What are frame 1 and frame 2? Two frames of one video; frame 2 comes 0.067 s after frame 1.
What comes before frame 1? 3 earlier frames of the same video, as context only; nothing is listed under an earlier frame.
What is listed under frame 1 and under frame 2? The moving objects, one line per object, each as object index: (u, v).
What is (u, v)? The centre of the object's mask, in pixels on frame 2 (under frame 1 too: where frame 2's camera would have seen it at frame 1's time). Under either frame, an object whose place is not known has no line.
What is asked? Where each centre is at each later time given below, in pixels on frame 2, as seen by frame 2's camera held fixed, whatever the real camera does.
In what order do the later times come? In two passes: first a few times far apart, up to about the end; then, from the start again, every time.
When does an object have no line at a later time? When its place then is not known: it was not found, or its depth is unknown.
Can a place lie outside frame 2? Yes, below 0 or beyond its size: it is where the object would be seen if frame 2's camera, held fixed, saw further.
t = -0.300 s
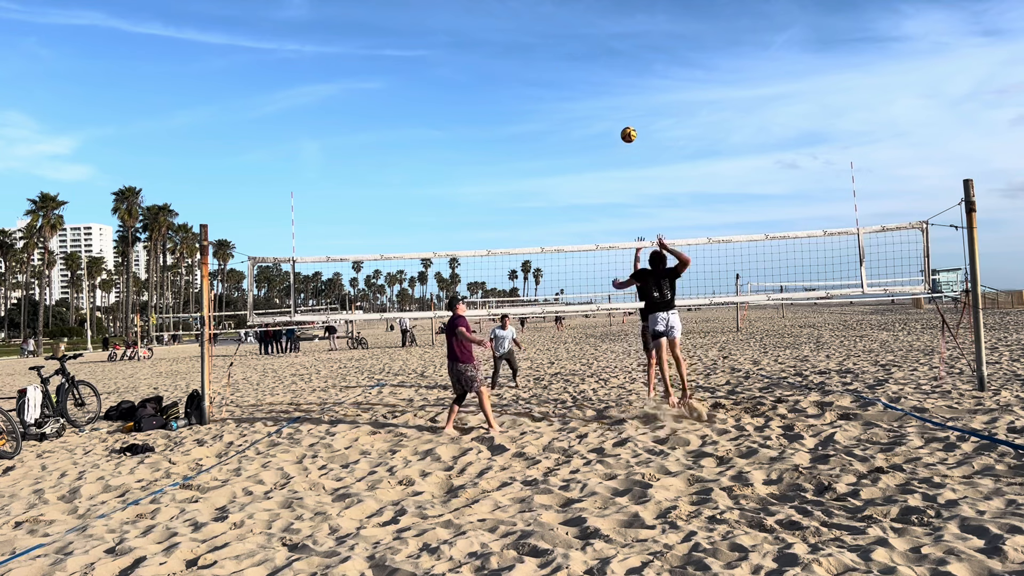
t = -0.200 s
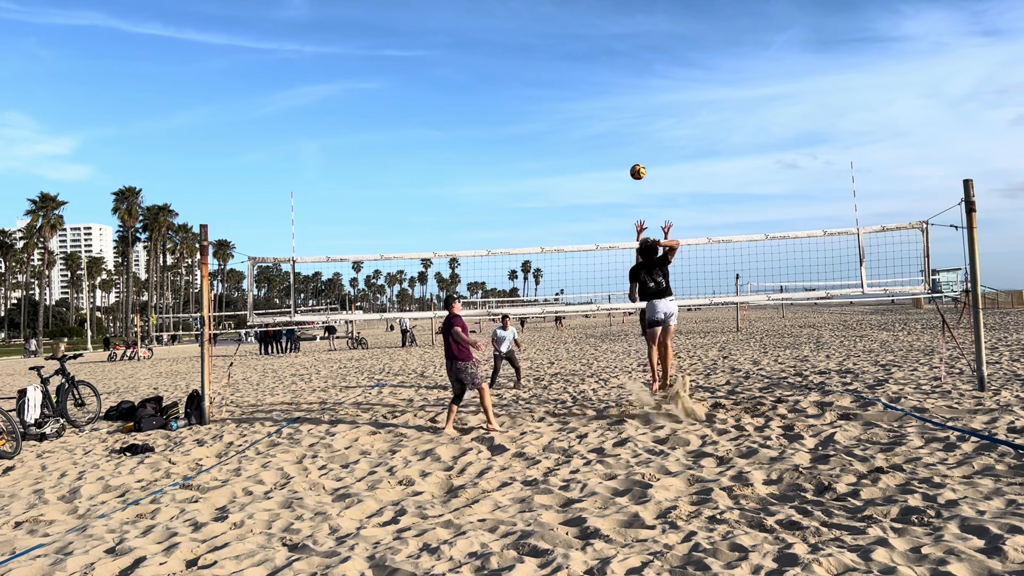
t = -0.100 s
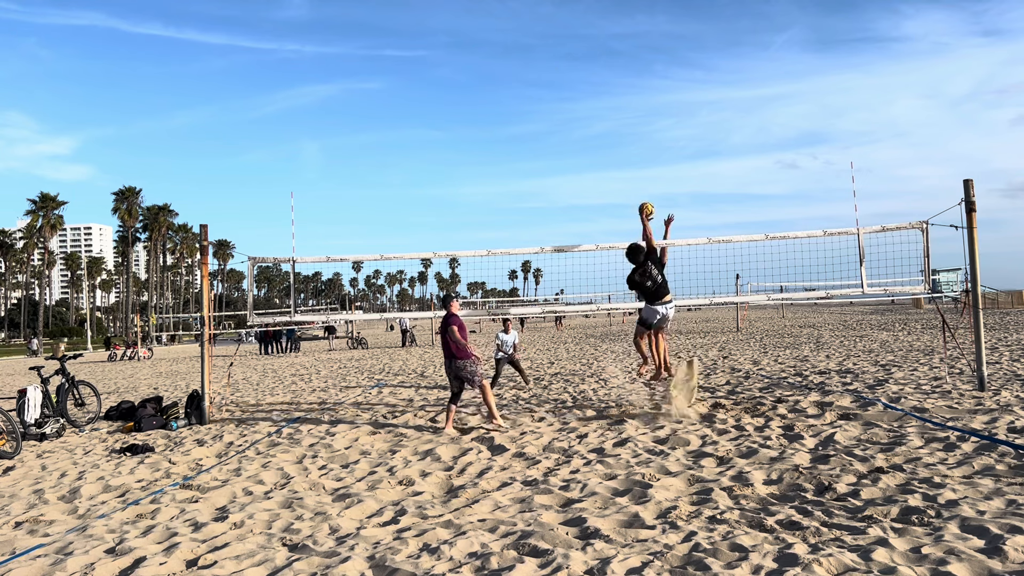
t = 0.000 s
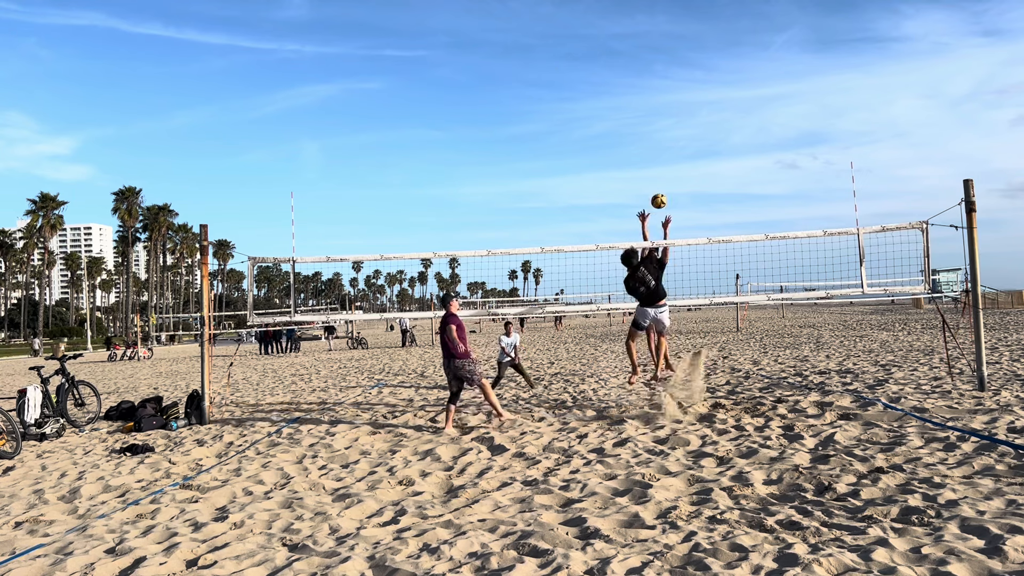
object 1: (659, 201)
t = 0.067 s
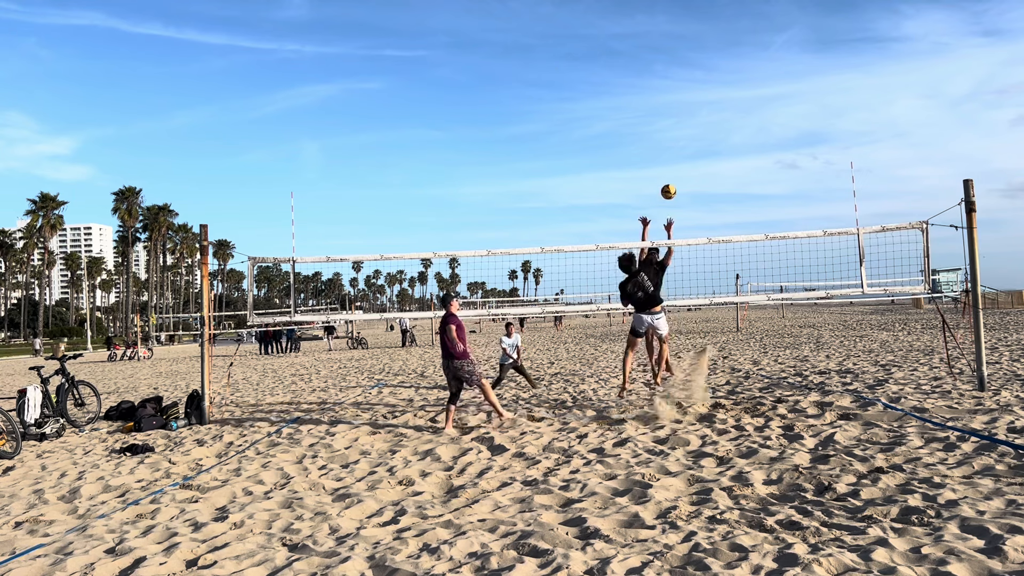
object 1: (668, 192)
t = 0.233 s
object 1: (693, 181)
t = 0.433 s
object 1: (723, 194)
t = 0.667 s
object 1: (757, 243)
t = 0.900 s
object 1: (790, 330)
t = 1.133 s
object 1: (822, 393)
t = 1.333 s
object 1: (849, 395)
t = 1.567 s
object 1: (875, 401)
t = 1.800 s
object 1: (895, 402)
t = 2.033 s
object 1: (914, 406)
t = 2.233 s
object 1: (931, 410)
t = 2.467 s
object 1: (942, 410)
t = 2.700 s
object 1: (951, 413)
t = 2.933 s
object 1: (958, 415)
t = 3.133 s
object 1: (964, 415)
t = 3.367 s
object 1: (965, 415)
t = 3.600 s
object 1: (963, 415)
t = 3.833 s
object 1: (960, 416)
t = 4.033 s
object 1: (959, 415)
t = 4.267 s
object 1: (961, 416)
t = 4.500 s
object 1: (962, 416)
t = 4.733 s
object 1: (962, 415)
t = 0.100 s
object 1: (673, 188)
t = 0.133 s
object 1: (678, 185)
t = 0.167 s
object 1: (683, 183)
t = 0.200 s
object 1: (688, 182)
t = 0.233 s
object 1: (693, 181)
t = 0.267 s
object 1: (698, 182)
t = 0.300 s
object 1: (703, 183)
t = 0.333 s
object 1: (708, 184)
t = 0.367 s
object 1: (713, 187)
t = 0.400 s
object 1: (718, 190)
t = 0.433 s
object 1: (723, 194)
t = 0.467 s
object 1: (728, 199)
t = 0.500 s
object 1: (732, 204)
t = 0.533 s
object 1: (737, 211)
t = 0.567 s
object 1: (742, 218)
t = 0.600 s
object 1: (747, 225)
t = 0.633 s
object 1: (752, 234)
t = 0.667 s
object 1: (757, 243)
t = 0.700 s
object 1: (761, 253)
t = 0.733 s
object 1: (766, 264)
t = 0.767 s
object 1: (771, 275)
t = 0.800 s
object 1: (776, 288)
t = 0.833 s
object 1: (781, 301)
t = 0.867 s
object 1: (786, 315)
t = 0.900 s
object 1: (790, 330)
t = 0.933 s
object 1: (795, 345)
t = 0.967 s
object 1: (800, 362)
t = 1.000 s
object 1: (806, 379)
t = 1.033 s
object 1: (809, 397)
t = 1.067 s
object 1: (814, 398)
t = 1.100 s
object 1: (818, 396)
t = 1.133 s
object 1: (822, 393)
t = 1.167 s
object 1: (826, 391)
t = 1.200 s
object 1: (832, 391)
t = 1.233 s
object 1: (836, 391)
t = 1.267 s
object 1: (840, 391)
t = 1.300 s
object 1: (844, 394)
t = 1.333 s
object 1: (849, 395)
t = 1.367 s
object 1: (853, 399)
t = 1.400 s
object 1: (858, 401)
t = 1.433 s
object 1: (861, 401)
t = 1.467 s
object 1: (865, 400)
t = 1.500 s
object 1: (869, 401)
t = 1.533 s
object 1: (871, 402)
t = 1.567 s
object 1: (875, 401)
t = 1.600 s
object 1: (878, 402)
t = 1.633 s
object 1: (880, 402)
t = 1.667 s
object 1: (883, 402)
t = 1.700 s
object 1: (887, 402)
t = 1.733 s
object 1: (889, 402)
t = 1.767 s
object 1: (892, 402)
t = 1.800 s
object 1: (895, 402)
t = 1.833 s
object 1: (897, 402)
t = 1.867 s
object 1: (901, 403)
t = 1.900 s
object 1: (904, 404)
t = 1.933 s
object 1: (906, 404)
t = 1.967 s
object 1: (909, 404)
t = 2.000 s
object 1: (911, 406)
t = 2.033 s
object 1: (914, 406)
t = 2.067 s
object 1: (917, 408)
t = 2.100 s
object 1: (920, 409)
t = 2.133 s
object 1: (923, 410)
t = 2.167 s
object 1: (926, 410)
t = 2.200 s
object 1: (929, 411)
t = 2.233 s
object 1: (931, 410)
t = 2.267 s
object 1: (933, 410)
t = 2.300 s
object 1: (934, 410)
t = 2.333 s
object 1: (936, 409)
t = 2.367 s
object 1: (938, 410)
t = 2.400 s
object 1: (939, 410)
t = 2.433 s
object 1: (941, 410)
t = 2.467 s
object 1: (942, 410)
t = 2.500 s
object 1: (943, 411)
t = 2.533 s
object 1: (945, 412)
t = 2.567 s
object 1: (947, 412)
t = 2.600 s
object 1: (948, 412)
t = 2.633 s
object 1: (949, 413)
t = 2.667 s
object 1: (950, 413)
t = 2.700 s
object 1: (951, 413)
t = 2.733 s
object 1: (952, 413)
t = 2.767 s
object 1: (952, 413)
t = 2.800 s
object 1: (953, 413)
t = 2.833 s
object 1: (955, 413)
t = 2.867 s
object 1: (956, 414)
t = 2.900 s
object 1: (957, 414)
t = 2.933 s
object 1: (958, 415)
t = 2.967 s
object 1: (960, 415)
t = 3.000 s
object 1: (961, 416)
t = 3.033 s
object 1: (962, 416)
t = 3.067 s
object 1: (963, 415)
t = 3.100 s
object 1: (964, 415)
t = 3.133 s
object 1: (964, 415)
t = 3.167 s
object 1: (965, 415)
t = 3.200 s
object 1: (965, 415)
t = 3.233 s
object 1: (965, 415)
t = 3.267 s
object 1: (965, 415)
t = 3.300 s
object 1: (965, 415)
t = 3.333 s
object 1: (965, 415)
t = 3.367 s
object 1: (965, 415)
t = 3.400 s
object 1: (965, 415)
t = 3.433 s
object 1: (965, 415)
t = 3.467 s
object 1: (964, 415)
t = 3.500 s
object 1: (964, 415)
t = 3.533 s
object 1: (964, 415)
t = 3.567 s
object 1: (963, 416)
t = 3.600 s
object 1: (963, 415)
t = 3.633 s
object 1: (962, 416)
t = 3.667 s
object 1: (962, 415)
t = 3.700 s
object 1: (962, 416)
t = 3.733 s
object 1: (962, 416)
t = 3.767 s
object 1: (961, 416)
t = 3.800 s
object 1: (960, 416)
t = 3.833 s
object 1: (960, 416)
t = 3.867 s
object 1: (960, 415)
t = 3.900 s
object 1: (959, 415)
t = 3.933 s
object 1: (959, 415)
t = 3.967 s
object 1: (959, 415)
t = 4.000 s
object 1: (959, 415)
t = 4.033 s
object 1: (959, 415)
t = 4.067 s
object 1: (959, 415)
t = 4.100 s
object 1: (959, 415)
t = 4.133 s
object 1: (960, 415)
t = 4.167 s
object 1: (960, 415)
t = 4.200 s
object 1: (960, 416)
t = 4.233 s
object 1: (961, 416)
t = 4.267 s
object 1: (961, 416)
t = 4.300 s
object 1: (961, 416)
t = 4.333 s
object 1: (961, 416)
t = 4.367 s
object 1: (961, 416)
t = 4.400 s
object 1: (962, 416)
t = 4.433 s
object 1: (962, 416)
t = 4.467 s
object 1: (962, 416)
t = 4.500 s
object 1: (962, 416)
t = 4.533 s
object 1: (962, 416)
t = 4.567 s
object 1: (962, 416)
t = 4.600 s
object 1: (962, 416)
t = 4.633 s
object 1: (962, 416)
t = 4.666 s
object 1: (962, 416)
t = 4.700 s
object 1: (962, 415)
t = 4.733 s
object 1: (962, 415)
